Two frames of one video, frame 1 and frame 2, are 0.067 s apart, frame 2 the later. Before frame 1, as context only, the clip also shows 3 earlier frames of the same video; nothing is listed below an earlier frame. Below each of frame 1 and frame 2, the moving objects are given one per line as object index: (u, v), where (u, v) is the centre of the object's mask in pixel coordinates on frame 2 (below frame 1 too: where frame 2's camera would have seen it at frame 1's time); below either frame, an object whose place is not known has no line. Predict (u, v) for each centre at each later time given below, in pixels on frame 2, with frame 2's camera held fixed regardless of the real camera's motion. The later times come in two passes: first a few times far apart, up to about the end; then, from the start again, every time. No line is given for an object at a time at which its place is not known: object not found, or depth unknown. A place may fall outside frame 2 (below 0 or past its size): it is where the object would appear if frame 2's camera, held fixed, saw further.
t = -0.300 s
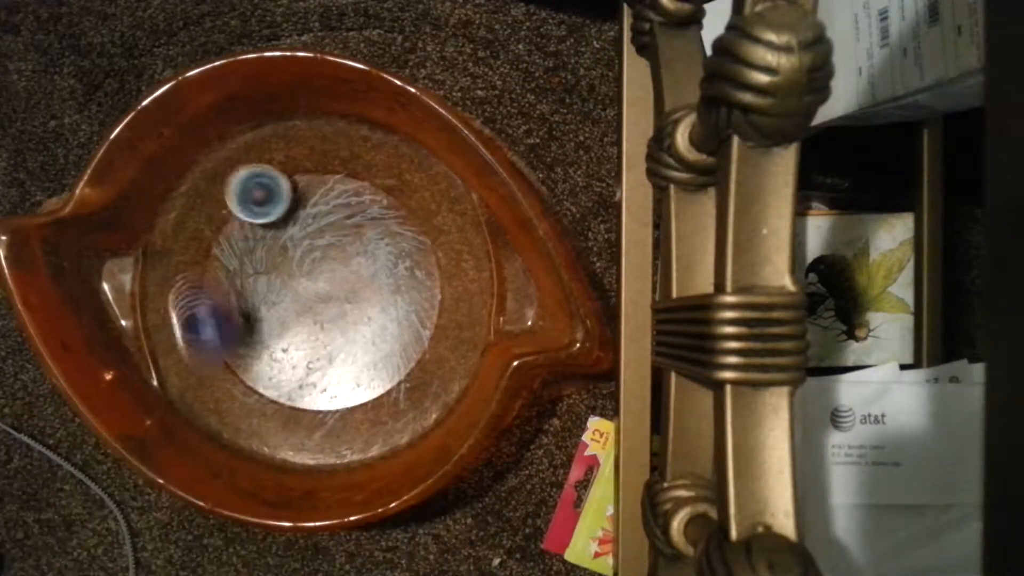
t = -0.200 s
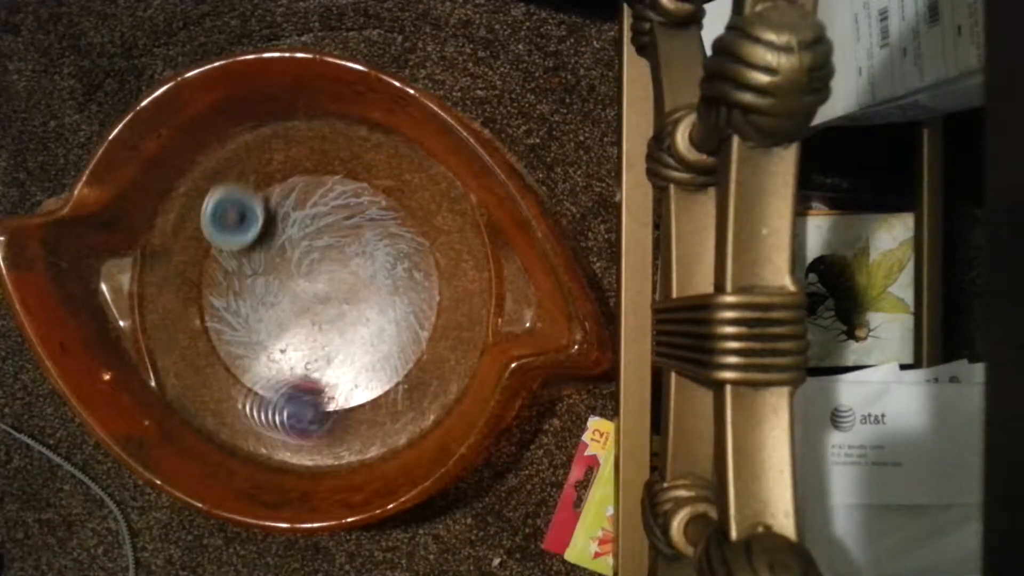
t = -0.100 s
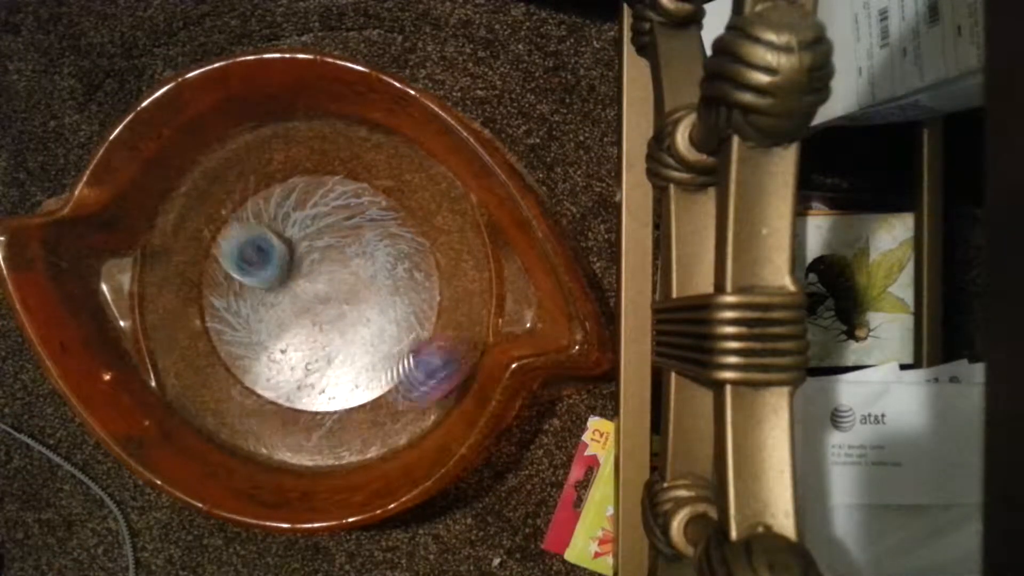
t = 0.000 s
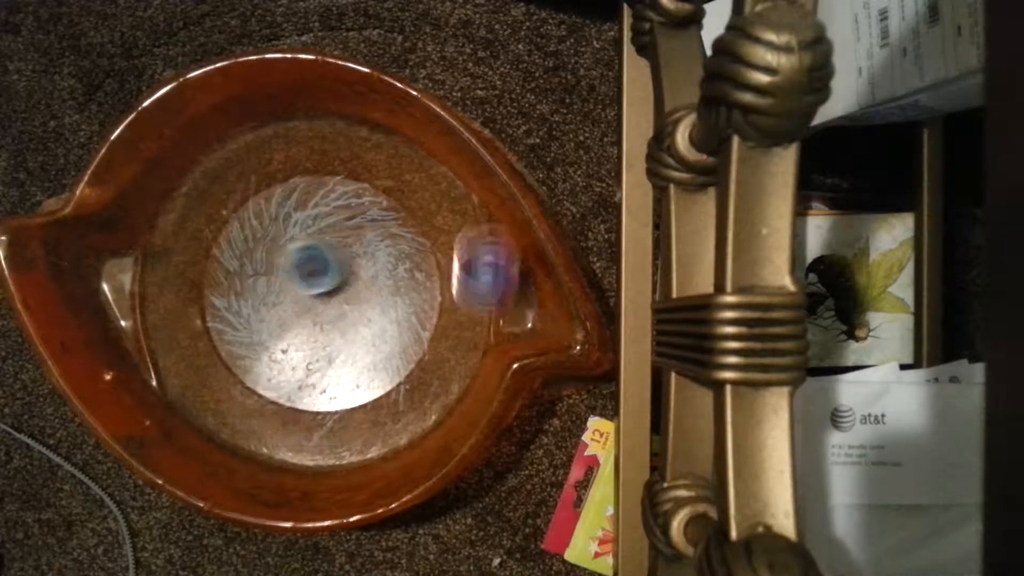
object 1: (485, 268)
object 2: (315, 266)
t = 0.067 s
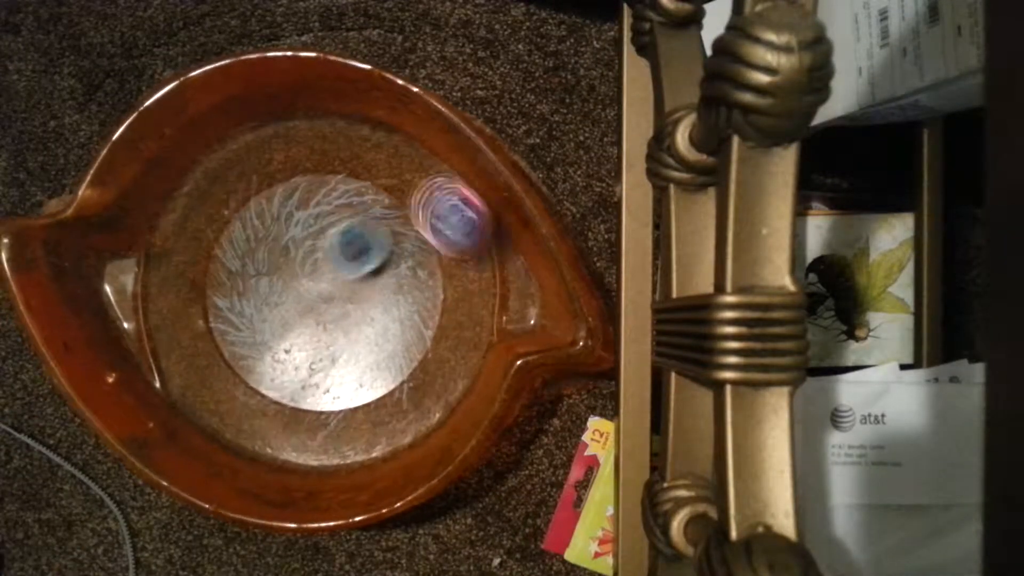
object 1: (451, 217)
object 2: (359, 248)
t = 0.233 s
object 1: (373, 152)
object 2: (271, 177)
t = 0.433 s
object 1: (233, 221)
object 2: (186, 288)
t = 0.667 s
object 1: (325, 303)
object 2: (418, 390)
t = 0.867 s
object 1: (443, 281)
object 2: (398, 171)
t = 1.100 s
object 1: (352, 162)
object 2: (214, 282)
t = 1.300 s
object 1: (225, 313)
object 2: (381, 424)
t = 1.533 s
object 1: (404, 398)
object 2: (449, 221)
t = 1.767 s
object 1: (367, 187)
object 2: (216, 201)
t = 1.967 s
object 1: (202, 319)
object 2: (238, 425)
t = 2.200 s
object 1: (382, 420)
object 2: (459, 343)
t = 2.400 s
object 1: (425, 234)
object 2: (386, 172)
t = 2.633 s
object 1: (213, 173)
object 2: (176, 303)
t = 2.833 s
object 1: (190, 379)
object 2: (329, 436)
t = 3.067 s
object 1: (412, 411)
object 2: (450, 244)
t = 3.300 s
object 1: (442, 202)
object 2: (244, 172)
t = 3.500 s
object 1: (252, 167)
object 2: (179, 379)
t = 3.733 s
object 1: (175, 378)
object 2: (414, 396)
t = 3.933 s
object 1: (371, 408)
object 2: (436, 200)
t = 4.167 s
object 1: (395, 194)
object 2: (216, 188)
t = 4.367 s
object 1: (202, 196)
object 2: (224, 417)
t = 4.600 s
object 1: (248, 404)
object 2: (434, 336)
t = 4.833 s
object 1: (440, 346)
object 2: (358, 145)
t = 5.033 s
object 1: (411, 179)
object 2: (190, 233)
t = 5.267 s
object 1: (214, 202)
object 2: (277, 440)
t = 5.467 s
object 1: (213, 396)
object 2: (441, 377)
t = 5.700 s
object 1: (407, 411)
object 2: (394, 179)
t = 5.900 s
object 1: (433, 242)
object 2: (209, 204)
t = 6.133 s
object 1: (250, 170)
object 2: (221, 414)
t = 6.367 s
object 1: (165, 355)
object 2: (419, 361)
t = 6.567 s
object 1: (327, 430)
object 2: (345, 182)
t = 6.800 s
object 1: (440, 270)
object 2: (223, 362)
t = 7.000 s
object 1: (340, 142)
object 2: (406, 375)
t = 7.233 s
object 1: (188, 256)
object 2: (339, 180)
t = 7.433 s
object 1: (267, 416)
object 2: (203, 317)
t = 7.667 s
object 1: (451, 306)
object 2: (267, 342)
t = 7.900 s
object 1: (210, 195)
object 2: (211, 298)
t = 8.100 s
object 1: (186, 369)
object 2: (309, 412)
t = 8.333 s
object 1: (270, 350)
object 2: (387, 348)
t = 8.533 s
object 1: (243, 275)
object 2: (368, 221)
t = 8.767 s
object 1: (238, 245)
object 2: (251, 162)
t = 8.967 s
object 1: (311, 311)
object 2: (263, 174)
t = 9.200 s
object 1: (368, 366)
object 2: (381, 218)
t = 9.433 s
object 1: (389, 378)
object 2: (415, 245)
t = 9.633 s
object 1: (355, 384)
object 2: (437, 293)
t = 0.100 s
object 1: (427, 196)
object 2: (374, 233)
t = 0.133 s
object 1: (413, 176)
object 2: (362, 219)
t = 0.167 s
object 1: (403, 160)
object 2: (327, 203)
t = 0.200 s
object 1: (388, 154)
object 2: (297, 188)
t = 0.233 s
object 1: (373, 152)
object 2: (271, 177)
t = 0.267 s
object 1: (351, 150)
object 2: (244, 179)
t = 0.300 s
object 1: (325, 151)
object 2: (217, 191)
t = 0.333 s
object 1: (300, 157)
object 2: (196, 206)
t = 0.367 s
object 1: (273, 172)
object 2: (182, 226)
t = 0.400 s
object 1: (248, 197)
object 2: (182, 251)
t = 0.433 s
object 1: (233, 221)
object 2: (186, 288)
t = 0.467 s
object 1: (238, 233)
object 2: (184, 345)
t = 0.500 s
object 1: (245, 243)
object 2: (197, 396)
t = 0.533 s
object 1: (256, 254)
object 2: (232, 425)
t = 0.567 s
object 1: (269, 267)
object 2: (275, 442)
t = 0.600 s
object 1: (283, 280)
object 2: (331, 437)
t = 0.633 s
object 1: (305, 293)
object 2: (375, 420)
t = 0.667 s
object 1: (325, 303)
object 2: (418, 390)
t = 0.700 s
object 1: (345, 311)
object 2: (446, 354)
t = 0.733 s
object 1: (368, 317)
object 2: (469, 311)
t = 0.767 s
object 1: (395, 320)
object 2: (486, 267)
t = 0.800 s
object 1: (420, 313)
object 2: (468, 228)
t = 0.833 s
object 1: (435, 302)
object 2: (434, 198)
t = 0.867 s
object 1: (443, 281)
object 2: (398, 171)
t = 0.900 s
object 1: (447, 259)
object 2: (365, 147)
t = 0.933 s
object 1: (445, 236)
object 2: (328, 134)
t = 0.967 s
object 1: (441, 210)
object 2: (290, 139)
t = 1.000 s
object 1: (431, 188)
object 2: (257, 163)
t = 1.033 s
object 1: (409, 173)
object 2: (232, 198)
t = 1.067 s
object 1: (382, 163)
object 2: (217, 241)
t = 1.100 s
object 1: (352, 162)
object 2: (214, 282)
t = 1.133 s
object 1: (319, 171)
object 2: (220, 323)
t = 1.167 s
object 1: (289, 188)
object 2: (237, 360)
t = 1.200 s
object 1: (262, 213)
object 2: (262, 397)
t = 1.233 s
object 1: (240, 245)
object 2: (297, 414)
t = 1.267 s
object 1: (230, 275)
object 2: (343, 426)
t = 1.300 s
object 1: (225, 313)
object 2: (381, 424)
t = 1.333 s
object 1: (228, 349)
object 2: (411, 413)
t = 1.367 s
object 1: (243, 389)
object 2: (435, 389)
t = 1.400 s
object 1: (269, 414)
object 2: (453, 358)
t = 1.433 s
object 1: (303, 440)
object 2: (463, 325)
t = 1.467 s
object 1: (335, 444)
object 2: (467, 290)
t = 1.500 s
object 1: (367, 425)
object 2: (462, 255)
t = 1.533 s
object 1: (404, 398)
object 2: (449, 221)
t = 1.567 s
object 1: (425, 370)
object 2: (429, 191)
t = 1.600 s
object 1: (437, 338)
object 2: (400, 168)
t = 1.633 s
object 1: (441, 305)
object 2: (365, 154)
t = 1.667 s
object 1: (437, 269)
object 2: (326, 149)
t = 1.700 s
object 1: (423, 237)
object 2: (287, 155)
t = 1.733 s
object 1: (401, 208)
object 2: (249, 173)
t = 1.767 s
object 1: (367, 187)
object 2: (216, 201)
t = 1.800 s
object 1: (328, 178)
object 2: (192, 238)
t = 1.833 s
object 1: (286, 181)
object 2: (177, 278)
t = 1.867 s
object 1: (247, 200)
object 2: (171, 324)
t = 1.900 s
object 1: (215, 235)
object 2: (176, 368)
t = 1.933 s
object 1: (200, 275)
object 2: (200, 401)
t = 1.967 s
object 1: (202, 319)
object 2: (238, 425)
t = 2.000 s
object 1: (213, 361)
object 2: (278, 440)
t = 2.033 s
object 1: (231, 393)
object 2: (320, 446)
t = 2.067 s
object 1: (255, 416)
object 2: (353, 441)
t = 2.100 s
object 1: (284, 431)
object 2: (390, 426)
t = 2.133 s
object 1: (316, 438)
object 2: (420, 405)
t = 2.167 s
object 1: (351, 434)
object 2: (444, 375)
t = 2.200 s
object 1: (382, 420)
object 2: (459, 343)
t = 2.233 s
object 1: (408, 399)
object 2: (469, 307)
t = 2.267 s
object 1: (427, 368)
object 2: (472, 271)
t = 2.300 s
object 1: (435, 337)
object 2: (468, 236)
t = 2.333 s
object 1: (441, 301)
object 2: (449, 208)
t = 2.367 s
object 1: (437, 266)
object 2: (419, 188)
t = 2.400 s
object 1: (425, 234)
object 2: (386, 172)
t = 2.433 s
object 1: (407, 207)
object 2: (349, 164)
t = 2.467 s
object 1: (385, 184)
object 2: (310, 164)
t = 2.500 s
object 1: (355, 165)
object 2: (272, 174)
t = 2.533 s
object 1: (318, 153)
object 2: (237, 195)
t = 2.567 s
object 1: (279, 150)
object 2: (208, 225)
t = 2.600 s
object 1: (244, 156)
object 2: (187, 262)
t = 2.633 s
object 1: (213, 173)
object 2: (176, 303)
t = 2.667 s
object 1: (189, 203)
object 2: (174, 346)
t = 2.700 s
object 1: (174, 237)
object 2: (184, 384)
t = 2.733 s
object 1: (166, 271)
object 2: (215, 408)
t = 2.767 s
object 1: (166, 308)
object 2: (255, 425)
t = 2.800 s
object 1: (175, 345)
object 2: (290, 434)
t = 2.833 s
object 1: (190, 379)
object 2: (329, 436)
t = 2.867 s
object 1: (214, 409)
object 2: (364, 427)
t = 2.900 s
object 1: (243, 431)
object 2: (398, 409)
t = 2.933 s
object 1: (276, 443)
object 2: (423, 381)
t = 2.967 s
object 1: (315, 446)
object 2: (439, 350)
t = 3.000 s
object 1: (347, 443)
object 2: (450, 316)
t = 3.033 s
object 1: (379, 430)
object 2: (454, 280)
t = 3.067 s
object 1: (412, 411)
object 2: (450, 244)
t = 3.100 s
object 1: (432, 387)
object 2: (439, 209)
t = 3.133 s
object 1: (448, 358)
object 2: (419, 179)
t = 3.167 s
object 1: (459, 327)
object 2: (387, 161)
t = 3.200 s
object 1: (465, 295)
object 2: (351, 151)
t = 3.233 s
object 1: (463, 262)
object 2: (315, 149)
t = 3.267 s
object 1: (456, 230)
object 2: (278, 156)
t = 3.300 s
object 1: (442, 202)
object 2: (244, 172)
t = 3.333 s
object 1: (417, 180)
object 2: (214, 197)
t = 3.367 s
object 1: (387, 163)
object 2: (190, 229)
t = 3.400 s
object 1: (355, 152)
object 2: (174, 265)
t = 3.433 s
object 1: (321, 149)
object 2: (166, 304)
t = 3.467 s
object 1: (286, 153)
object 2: (167, 344)
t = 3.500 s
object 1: (252, 167)
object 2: (179, 379)
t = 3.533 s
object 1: (221, 187)
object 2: (208, 405)
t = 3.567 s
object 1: (196, 213)
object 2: (243, 423)
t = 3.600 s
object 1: (177, 246)
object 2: (279, 434)
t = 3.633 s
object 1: (164, 279)
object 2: (316, 438)
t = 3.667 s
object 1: (158, 314)
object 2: (351, 433)
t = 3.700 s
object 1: (159, 351)
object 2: (385, 418)
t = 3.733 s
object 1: (175, 378)
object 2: (414, 396)
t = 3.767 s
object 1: (206, 395)
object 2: (432, 368)
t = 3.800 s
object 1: (238, 411)
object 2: (446, 336)
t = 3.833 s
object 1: (270, 421)
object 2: (454, 302)
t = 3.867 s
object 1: (303, 424)
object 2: (454, 267)
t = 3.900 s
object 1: (341, 420)
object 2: (449, 233)
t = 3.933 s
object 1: (371, 408)
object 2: (436, 200)
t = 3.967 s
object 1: (402, 385)
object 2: (413, 174)
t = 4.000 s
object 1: (421, 354)
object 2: (382, 158)
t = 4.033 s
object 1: (429, 323)
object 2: (348, 148)
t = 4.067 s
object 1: (433, 285)
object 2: (313, 145)
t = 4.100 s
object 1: (426, 248)
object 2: (279, 151)
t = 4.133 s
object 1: (411, 218)
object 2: (246, 165)
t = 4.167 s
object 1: (395, 194)
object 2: (216, 188)
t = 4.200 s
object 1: (345, 157)
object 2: (176, 252)
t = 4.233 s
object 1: (316, 149)
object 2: (167, 288)
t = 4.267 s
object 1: (284, 148)
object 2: (166, 325)
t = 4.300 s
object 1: (253, 156)
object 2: (174, 363)
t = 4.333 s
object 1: (226, 172)
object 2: (192, 396)
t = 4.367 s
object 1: (202, 196)
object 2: (224, 417)
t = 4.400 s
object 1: (186, 225)
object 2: (262, 426)
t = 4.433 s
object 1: (178, 258)
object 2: (299, 430)
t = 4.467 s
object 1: (178, 291)
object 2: (337, 427)
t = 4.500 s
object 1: (186, 327)
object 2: (372, 415)
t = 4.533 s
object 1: (202, 356)
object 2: (402, 395)
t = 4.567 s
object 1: (221, 384)
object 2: (422, 367)
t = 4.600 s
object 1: (248, 404)
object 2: (434, 336)
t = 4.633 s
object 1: (278, 416)
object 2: (445, 303)
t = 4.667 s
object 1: (310, 423)
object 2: (448, 269)
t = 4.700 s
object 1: (349, 423)
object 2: (444, 235)
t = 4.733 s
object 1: (381, 412)
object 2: (434, 203)
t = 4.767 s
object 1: (408, 395)
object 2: (415, 175)
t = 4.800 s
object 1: (428, 373)
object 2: (388, 157)
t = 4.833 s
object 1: (440, 346)
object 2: (358, 145)
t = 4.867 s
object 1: (449, 318)
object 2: (325, 140)
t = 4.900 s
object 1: (453, 287)
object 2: (292, 143)
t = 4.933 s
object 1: (451, 256)
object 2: (260, 155)
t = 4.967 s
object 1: (444, 228)
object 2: (231, 174)
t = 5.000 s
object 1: (431, 201)
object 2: (207, 201)
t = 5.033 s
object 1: (411, 179)
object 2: (190, 233)
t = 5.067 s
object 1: (386, 162)
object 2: (181, 269)
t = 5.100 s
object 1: (357, 151)
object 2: (180, 305)
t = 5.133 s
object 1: (326, 147)
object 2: (186, 342)
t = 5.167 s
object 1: (295, 150)
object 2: (200, 376)
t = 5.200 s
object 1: (264, 160)
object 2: (221, 405)
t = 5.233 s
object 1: (236, 179)
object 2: (247, 426)
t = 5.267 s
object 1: (214, 202)
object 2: (277, 440)
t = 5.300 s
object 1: (196, 232)
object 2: (311, 448)
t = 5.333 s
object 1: (186, 264)
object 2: (343, 447)
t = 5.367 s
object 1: (182, 297)
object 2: (373, 439)
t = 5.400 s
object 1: (186, 332)
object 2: (401, 424)
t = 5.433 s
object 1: (196, 365)
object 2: (424, 403)
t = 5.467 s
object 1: (213, 396)
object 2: (441, 377)
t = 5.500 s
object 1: (236, 419)
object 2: (452, 348)
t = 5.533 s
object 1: (261, 435)
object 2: (457, 317)
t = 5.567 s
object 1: (291, 447)
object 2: (456, 286)
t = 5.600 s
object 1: (324, 448)
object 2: (450, 255)
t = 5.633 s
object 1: (354, 441)
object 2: (437, 226)
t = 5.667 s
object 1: (381, 429)
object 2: (419, 199)
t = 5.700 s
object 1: (407, 411)
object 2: (394, 179)
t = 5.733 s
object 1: (426, 388)
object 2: (365, 166)
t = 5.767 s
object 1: (438, 360)
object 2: (334, 158)
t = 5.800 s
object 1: (445, 331)
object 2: (300, 158)
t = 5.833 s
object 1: (446, 300)
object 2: (266, 166)
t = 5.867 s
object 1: (443, 270)
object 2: (235, 182)
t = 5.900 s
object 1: (433, 242)
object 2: (209, 204)
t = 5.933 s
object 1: (417, 214)
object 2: (189, 233)
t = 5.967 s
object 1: (398, 194)
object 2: (176, 265)
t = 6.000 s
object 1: (372, 177)
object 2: (169, 299)
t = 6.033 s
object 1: (343, 165)
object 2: (169, 333)
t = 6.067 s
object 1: (313, 159)
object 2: (176, 366)
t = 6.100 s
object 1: (281, 161)
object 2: (192, 395)
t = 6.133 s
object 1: (250, 170)
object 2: (221, 414)
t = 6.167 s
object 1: (221, 184)
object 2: (254, 427)
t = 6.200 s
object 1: (197, 205)
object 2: (285, 432)
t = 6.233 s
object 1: (178, 231)
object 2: (318, 433)
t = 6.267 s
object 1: (166, 259)
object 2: (350, 425)
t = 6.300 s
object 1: (159, 290)
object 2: (379, 409)
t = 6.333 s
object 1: (159, 321)
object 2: (403, 387)
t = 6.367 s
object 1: (165, 355)
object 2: (419, 361)
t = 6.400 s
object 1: (179, 382)
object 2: (430, 327)
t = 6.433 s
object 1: (204, 404)
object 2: (434, 291)
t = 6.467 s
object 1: (234, 420)
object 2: (427, 256)
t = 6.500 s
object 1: (264, 430)
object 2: (409, 223)
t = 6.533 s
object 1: (295, 433)
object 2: (382, 197)
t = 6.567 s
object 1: (327, 430)
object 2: (345, 182)
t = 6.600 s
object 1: (360, 422)
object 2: (305, 179)
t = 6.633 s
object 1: (389, 405)
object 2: (265, 191)
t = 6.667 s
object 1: (409, 384)
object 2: (232, 216)
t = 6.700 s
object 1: (423, 358)
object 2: (210, 248)
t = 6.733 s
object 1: (433, 328)
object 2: (201, 288)
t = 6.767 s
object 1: (439, 300)
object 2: (207, 329)
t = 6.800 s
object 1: (440, 270)
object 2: (223, 362)
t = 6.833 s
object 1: (435, 242)
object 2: (250, 389)
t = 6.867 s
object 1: (425, 214)
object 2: (281, 407)
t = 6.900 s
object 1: (410, 190)
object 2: (316, 412)
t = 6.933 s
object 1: (391, 168)
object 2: (349, 409)
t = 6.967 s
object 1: (367, 153)
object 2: (382, 398)
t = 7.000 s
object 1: (340, 142)
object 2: (406, 375)
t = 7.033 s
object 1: (311, 140)
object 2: (421, 348)
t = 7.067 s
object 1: (282, 145)
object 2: (431, 316)
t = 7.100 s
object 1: (255, 157)
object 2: (433, 284)
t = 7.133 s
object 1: (230, 175)
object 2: (424, 248)
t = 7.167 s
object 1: (210, 199)
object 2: (404, 217)
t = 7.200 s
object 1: (196, 227)
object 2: (375, 193)
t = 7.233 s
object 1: (188, 256)
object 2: (339, 180)
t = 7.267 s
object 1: (186, 288)
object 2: (301, 179)
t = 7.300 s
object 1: (191, 321)
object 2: (264, 190)
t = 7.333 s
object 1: (203, 351)
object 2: (234, 212)
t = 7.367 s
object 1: (220, 378)
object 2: (212, 243)
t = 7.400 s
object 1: (242, 399)
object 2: (201, 277)
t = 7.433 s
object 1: (267, 416)
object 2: (203, 317)
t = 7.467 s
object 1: (294, 426)
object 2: (218, 354)
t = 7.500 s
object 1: (325, 431)
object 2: (245, 385)
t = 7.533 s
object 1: (353, 428)
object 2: (275, 404)
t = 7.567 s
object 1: (383, 420)
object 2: (311, 412)
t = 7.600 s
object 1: (419, 411)
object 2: (315, 394)
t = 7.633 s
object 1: (441, 352)
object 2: (288, 366)
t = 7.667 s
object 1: (451, 306)
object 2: (267, 342)
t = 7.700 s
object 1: (465, 247)
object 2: (250, 323)
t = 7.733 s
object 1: (449, 209)
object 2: (235, 307)
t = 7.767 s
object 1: (410, 193)
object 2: (223, 294)
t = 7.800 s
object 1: (354, 182)
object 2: (213, 286)
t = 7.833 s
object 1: (302, 180)
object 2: (207, 286)
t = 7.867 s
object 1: (250, 180)
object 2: (207, 290)
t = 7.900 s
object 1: (210, 195)
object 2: (211, 298)
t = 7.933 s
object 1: (186, 235)
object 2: (211, 307)
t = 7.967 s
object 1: (170, 275)
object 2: (213, 315)
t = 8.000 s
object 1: (153, 312)
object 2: (231, 342)
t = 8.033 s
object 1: (148, 335)
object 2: (264, 372)
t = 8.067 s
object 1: (156, 358)
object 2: (290, 398)
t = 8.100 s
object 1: (186, 369)
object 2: (309, 412)
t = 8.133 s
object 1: (212, 376)
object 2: (323, 422)
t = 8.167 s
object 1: (236, 381)
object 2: (327, 420)
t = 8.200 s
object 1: (255, 380)
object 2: (334, 414)
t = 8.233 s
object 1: (273, 379)
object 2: (342, 398)
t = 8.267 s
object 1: (276, 372)
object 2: (359, 381)
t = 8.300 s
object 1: (275, 361)
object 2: (377, 365)
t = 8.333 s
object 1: (270, 350)
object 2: (387, 348)
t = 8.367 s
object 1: (267, 336)
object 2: (392, 330)
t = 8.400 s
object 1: (263, 324)
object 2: (393, 306)
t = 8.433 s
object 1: (258, 311)
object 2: (389, 283)
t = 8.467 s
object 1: (253, 298)
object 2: (384, 265)
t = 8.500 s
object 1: (248, 288)
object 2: (377, 241)
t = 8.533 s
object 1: (243, 275)
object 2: (368, 221)
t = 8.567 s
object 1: (236, 265)
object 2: (355, 202)
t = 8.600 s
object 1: (230, 254)
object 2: (343, 182)
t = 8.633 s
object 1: (225, 242)
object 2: (327, 174)
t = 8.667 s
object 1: (225, 238)
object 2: (309, 172)
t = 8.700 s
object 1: (228, 241)
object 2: (289, 168)
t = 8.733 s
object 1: (234, 244)
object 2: (269, 165)
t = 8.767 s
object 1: (238, 245)
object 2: (251, 162)
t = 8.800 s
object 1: (243, 241)
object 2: (232, 163)
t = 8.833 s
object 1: (251, 238)
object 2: (220, 173)
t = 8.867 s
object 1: (267, 259)
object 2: (218, 170)
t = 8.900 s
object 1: (286, 282)
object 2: (228, 168)
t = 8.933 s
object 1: (298, 298)
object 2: (243, 170)
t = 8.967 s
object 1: (311, 311)
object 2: (263, 174)
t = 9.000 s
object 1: (321, 320)
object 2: (278, 182)
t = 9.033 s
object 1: (329, 327)
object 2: (297, 190)
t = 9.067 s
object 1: (337, 334)
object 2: (314, 196)
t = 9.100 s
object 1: (344, 341)
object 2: (332, 202)
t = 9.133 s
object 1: (352, 350)
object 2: (348, 207)
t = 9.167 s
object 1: (359, 357)
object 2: (364, 212)
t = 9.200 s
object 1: (368, 366)
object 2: (381, 218)
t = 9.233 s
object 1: (374, 374)
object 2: (395, 222)
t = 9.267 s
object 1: (378, 383)
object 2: (409, 225)
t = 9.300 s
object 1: (383, 390)
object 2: (418, 229)
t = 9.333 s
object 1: (388, 393)
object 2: (420, 233)
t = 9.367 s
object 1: (389, 390)
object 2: (418, 236)
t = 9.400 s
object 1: (390, 383)
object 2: (415, 240)
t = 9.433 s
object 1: (389, 378)
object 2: (415, 245)
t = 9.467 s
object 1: (386, 377)
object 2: (417, 253)
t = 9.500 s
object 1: (382, 377)
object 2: (422, 262)
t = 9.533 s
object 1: (376, 378)
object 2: (428, 272)
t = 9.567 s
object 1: (369, 381)
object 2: (435, 281)
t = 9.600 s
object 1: (363, 382)
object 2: (439, 288)
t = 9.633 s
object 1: (355, 384)
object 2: (437, 293)
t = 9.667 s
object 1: (347, 384)
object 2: (434, 297)
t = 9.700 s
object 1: (340, 385)
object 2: (433, 302)
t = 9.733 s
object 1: (331, 385)
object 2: (432, 309)
